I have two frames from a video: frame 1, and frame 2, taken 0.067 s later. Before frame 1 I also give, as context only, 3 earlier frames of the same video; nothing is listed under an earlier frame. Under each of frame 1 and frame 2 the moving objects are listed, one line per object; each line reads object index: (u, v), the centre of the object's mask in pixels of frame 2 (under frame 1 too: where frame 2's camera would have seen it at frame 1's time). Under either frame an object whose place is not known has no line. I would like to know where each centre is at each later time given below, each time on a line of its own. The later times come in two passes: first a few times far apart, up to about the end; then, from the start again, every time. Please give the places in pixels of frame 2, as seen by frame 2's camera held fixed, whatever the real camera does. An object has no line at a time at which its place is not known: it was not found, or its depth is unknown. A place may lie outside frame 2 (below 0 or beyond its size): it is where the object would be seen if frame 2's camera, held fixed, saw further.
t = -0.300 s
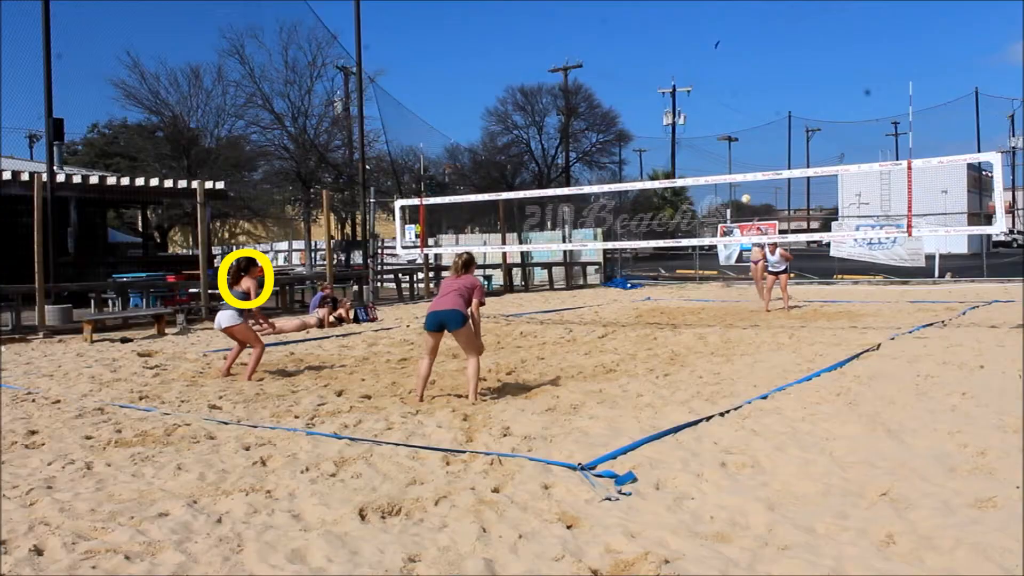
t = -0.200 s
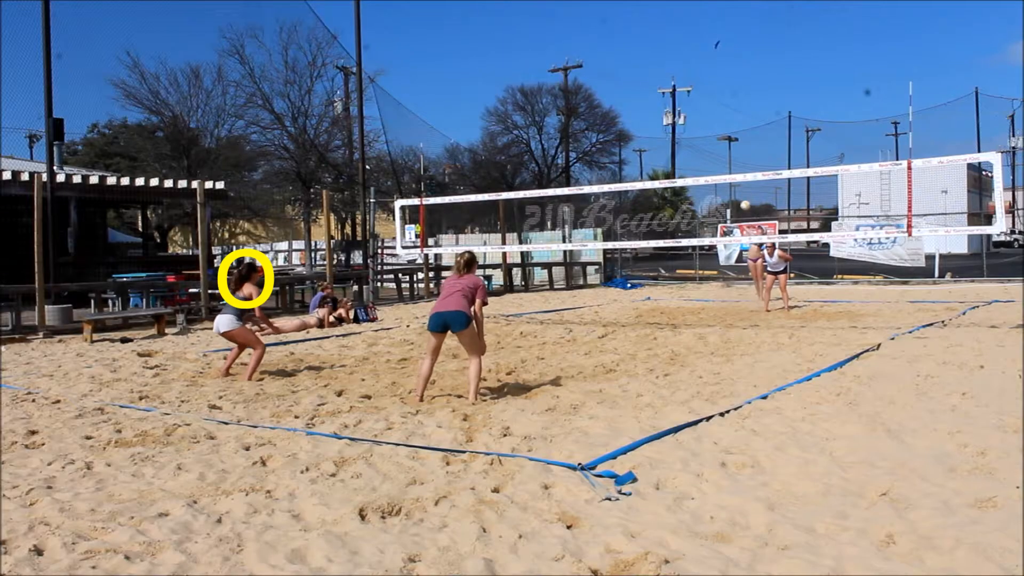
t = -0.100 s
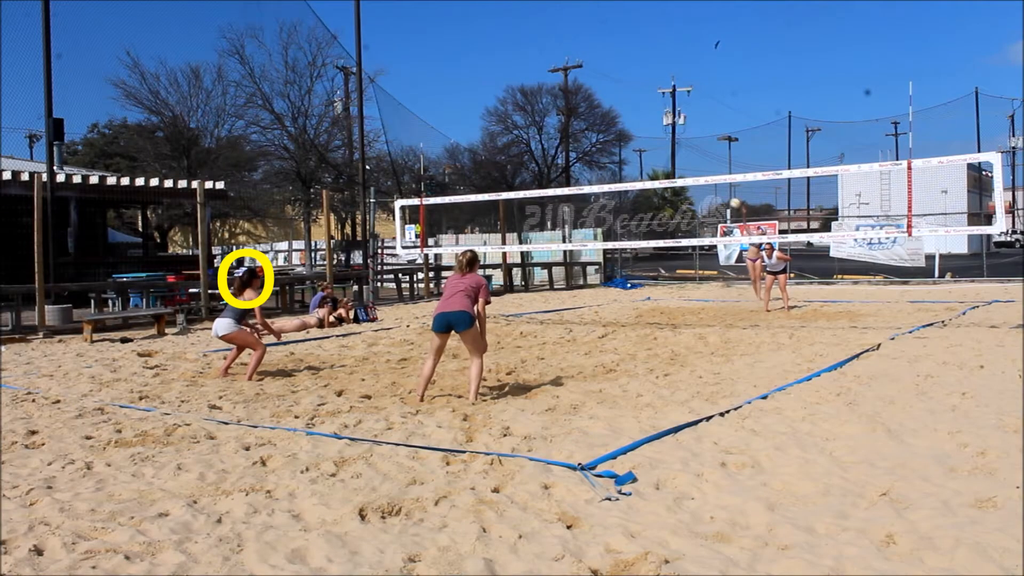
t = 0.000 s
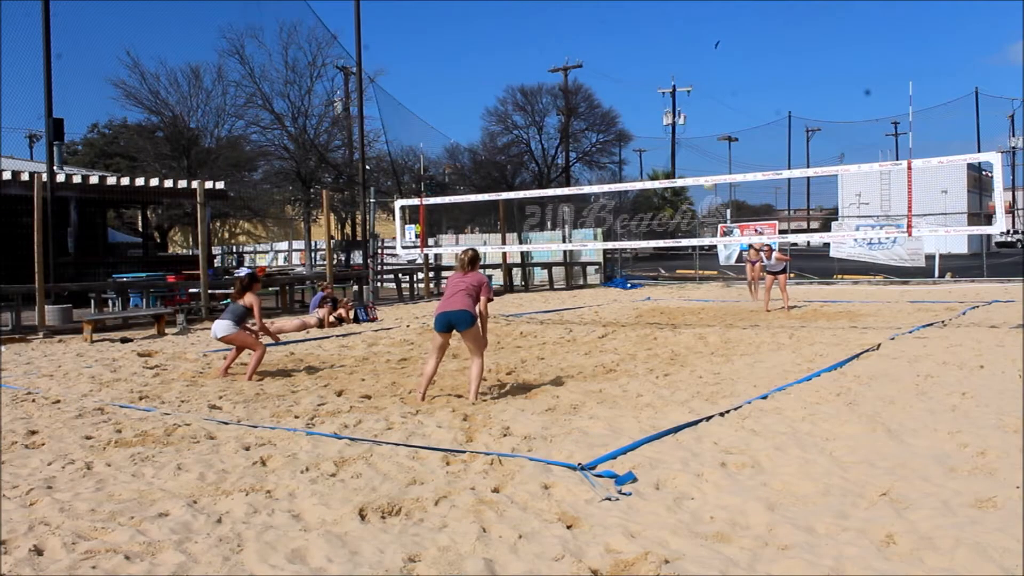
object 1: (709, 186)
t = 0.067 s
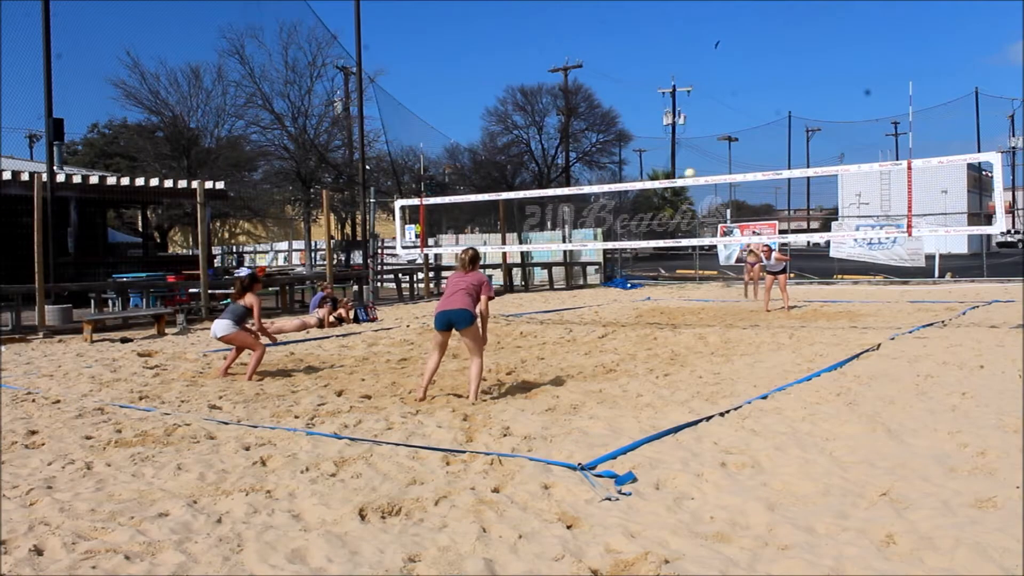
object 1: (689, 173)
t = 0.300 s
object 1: (617, 146)
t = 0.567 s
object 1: (509, 148)
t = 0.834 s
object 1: (361, 202)
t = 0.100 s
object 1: (680, 168)
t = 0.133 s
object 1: (669, 163)
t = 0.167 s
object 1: (659, 159)
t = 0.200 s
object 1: (649, 155)
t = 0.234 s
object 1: (639, 151)
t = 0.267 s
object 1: (628, 148)
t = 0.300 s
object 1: (617, 146)
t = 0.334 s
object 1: (605, 144)
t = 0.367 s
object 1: (593, 142)
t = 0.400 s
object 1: (580, 142)
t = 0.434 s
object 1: (567, 142)
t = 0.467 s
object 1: (553, 142)
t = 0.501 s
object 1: (539, 143)
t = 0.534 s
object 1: (524, 145)
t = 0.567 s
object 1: (509, 148)
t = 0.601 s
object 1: (493, 151)
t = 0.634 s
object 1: (476, 156)
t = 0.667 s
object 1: (458, 161)
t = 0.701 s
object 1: (441, 167)
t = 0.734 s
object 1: (422, 174)
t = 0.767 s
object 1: (403, 182)
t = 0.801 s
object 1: (382, 191)
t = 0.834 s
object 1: (361, 202)
